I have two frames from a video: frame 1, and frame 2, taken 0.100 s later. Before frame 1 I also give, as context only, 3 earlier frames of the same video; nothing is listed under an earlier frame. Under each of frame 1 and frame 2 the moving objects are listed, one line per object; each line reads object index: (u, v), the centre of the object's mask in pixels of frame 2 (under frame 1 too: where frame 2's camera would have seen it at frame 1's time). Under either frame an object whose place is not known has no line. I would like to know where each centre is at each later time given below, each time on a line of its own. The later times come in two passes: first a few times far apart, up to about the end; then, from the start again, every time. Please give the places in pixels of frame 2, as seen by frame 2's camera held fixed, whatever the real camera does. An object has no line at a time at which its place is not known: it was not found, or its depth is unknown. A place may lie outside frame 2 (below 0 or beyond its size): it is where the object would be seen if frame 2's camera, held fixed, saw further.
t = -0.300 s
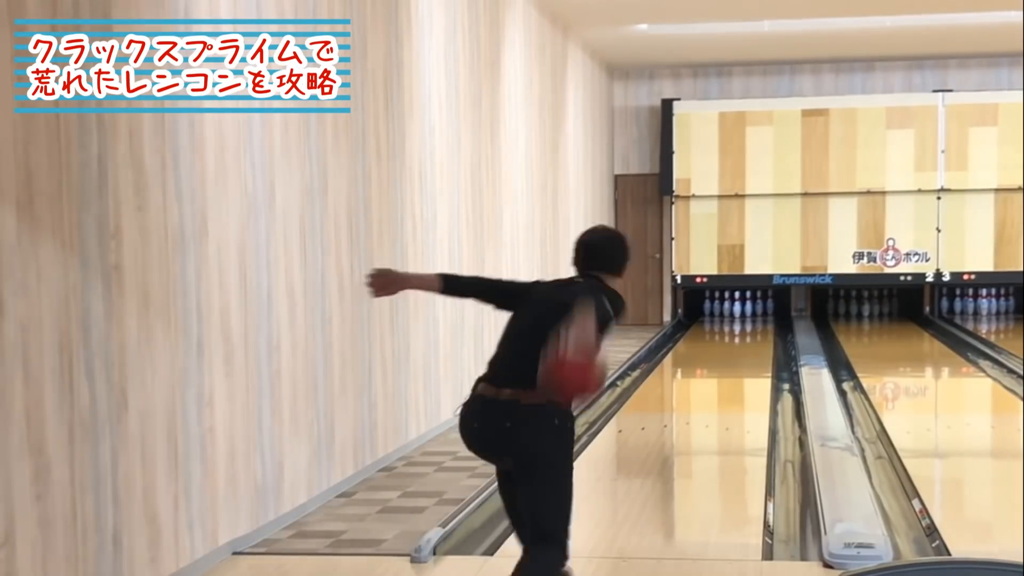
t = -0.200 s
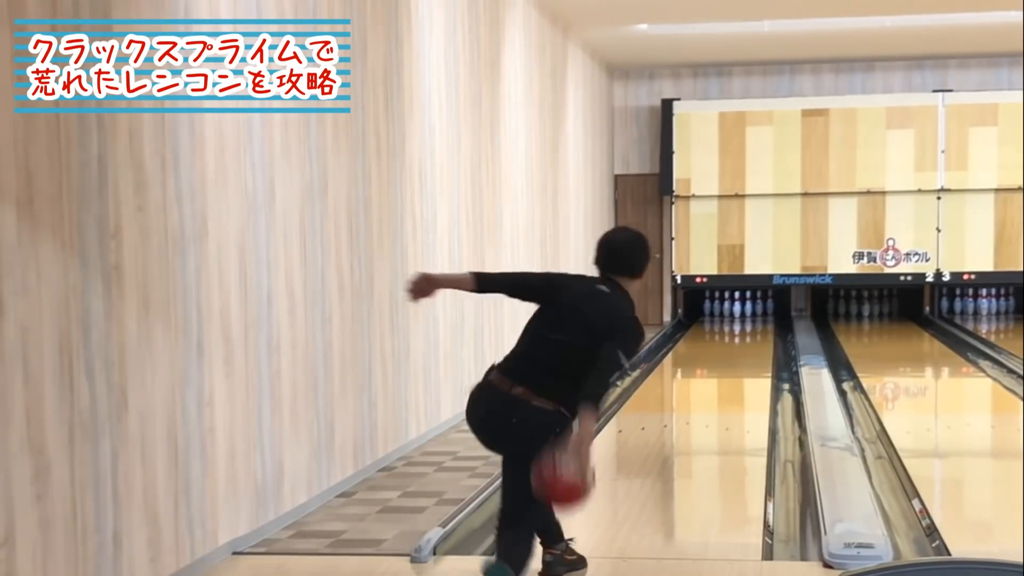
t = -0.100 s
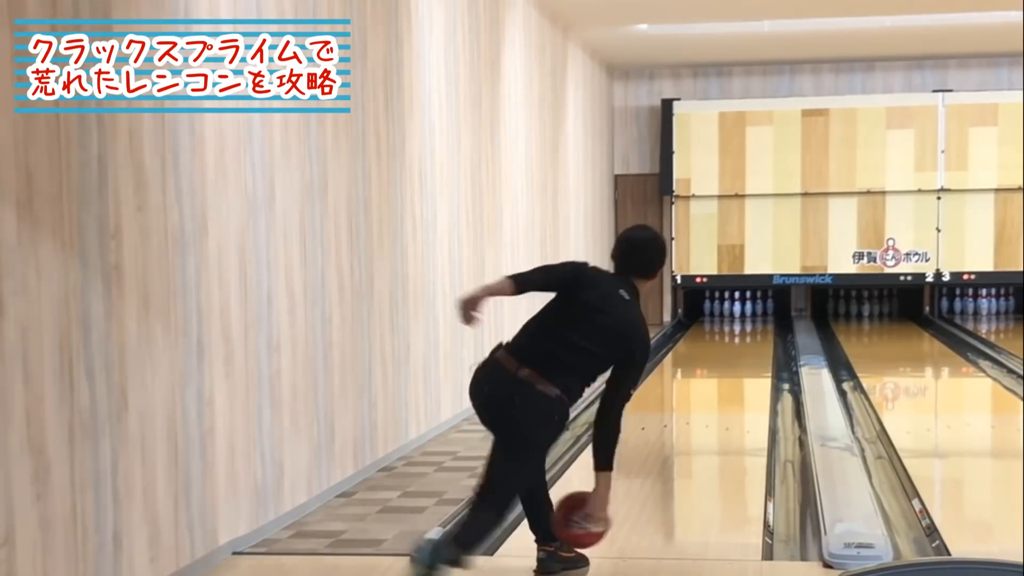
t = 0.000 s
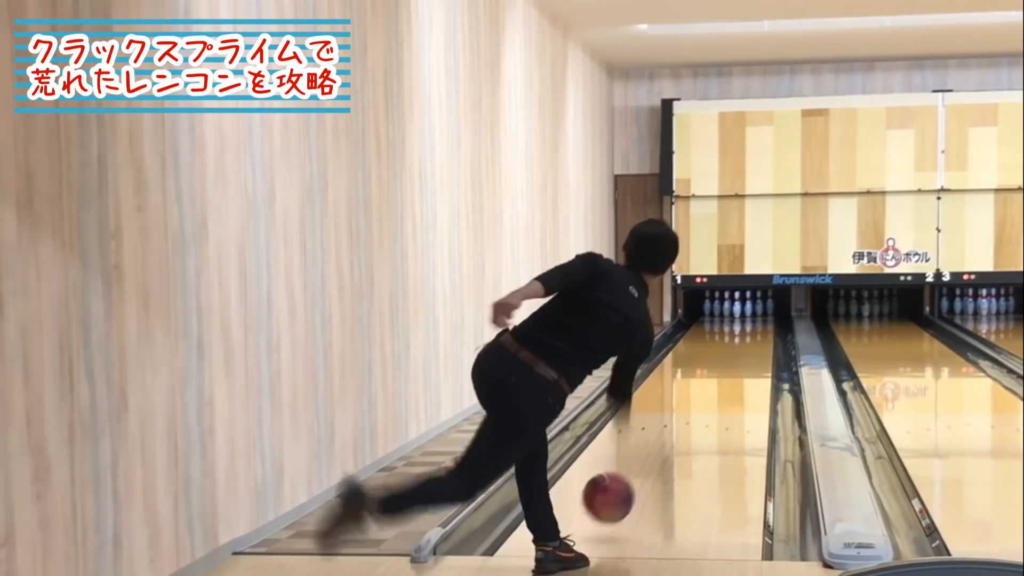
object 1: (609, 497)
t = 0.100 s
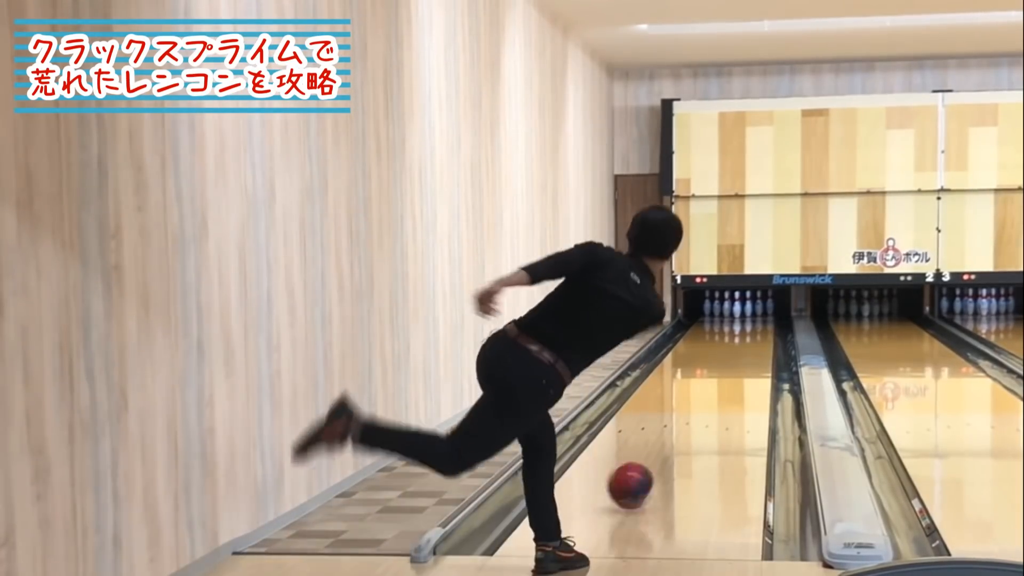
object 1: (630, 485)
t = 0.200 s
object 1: (649, 467)
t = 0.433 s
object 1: (682, 428)
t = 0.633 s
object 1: (701, 403)
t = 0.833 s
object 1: (716, 384)
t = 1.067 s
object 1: (729, 366)
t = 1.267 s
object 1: (738, 354)
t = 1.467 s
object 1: (744, 344)
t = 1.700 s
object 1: (750, 335)
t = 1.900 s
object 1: (752, 327)
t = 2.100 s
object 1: (751, 322)
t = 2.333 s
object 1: (749, 316)
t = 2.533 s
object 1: (743, 313)
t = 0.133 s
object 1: (637, 481)
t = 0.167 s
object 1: (643, 472)
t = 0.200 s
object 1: (649, 467)
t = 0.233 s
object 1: (654, 461)
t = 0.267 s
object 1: (660, 455)
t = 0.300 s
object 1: (664, 449)
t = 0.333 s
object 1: (669, 443)
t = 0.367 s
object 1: (674, 438)
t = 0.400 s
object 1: (678, 433)
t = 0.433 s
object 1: (682, 428)
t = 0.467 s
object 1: (685, 424)
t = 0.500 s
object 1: (689, 419)
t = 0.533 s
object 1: (692, 415)
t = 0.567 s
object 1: (695, 411)
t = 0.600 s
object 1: (698, 407)
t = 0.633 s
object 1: (701, 403)
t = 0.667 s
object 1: (704, 400)
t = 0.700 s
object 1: (706, 397)
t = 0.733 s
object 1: (709, 393)
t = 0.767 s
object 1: (711, 390)
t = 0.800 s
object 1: (713, 387)
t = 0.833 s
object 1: (716, 384)
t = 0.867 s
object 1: (718, 381)
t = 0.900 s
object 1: (720, 378)
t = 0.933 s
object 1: (722, 376)
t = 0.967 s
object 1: (723, 375)
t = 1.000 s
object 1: (726, 371)
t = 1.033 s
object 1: (727, 369)
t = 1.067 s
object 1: (729, 366)
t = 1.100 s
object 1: (731, 364)
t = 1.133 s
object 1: (732, 363)
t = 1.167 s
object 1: (733, 360)
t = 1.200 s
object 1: (735, 358)
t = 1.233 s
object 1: (736, 356)
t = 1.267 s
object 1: (738, 354)
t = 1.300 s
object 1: (739, 353)
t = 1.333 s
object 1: (740, 352)
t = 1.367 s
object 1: (741, 349)
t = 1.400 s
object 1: (742, 348)
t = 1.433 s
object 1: (743, 346)
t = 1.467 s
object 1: (744, 344)
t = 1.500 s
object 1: (744, 343)
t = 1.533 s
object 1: (746, 342)
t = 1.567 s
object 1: (747, 340)
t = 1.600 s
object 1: (748, 339)
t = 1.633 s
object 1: (749, 337)
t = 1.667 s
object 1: (748, 336)
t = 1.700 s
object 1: (750, 335)
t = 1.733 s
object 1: (749, 334)
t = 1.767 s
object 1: (750, 333)
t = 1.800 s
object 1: (751, 331)
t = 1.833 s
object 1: (752, 329)
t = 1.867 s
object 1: (752, 330)
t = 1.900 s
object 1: (752, 327)
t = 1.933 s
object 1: (752, 327)
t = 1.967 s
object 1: (752, 326)
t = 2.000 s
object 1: (753, 324)
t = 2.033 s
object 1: (753, 324)
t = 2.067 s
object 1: (753, 323)
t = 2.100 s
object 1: (751, 322)
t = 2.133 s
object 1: (751, 321)
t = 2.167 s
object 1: (751, 320)
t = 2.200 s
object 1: (751, 319)
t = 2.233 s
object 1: (750, 318)
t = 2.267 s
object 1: (749, 318)
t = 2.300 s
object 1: (749, 317)
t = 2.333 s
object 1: (749, 316)
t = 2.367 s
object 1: (749, 316)
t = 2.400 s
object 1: (748, 315)
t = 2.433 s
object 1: (747, 315)
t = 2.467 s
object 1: (747, 315)
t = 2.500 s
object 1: (746, 314)
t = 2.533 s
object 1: (743, 313)
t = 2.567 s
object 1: (743, 313)
